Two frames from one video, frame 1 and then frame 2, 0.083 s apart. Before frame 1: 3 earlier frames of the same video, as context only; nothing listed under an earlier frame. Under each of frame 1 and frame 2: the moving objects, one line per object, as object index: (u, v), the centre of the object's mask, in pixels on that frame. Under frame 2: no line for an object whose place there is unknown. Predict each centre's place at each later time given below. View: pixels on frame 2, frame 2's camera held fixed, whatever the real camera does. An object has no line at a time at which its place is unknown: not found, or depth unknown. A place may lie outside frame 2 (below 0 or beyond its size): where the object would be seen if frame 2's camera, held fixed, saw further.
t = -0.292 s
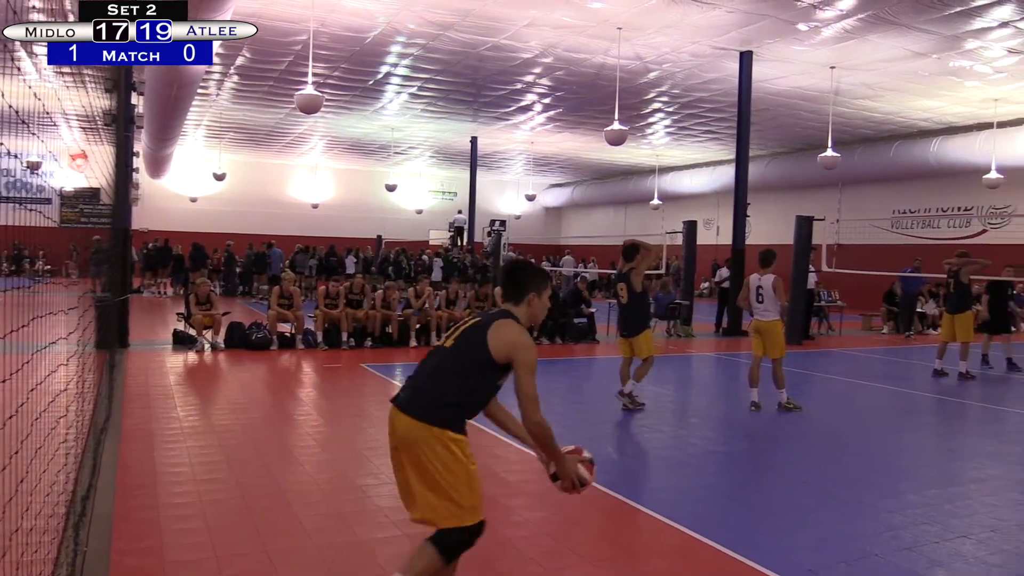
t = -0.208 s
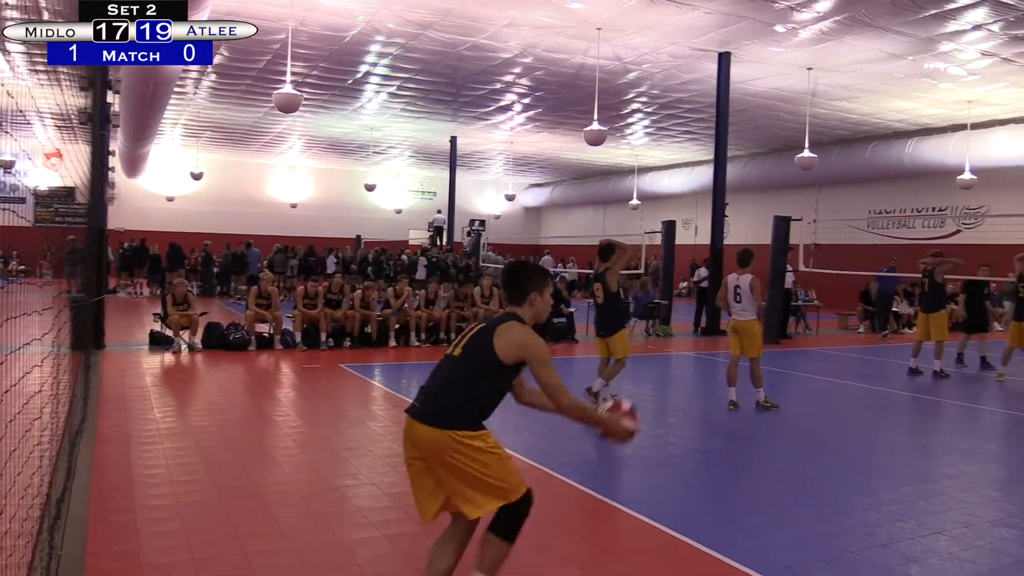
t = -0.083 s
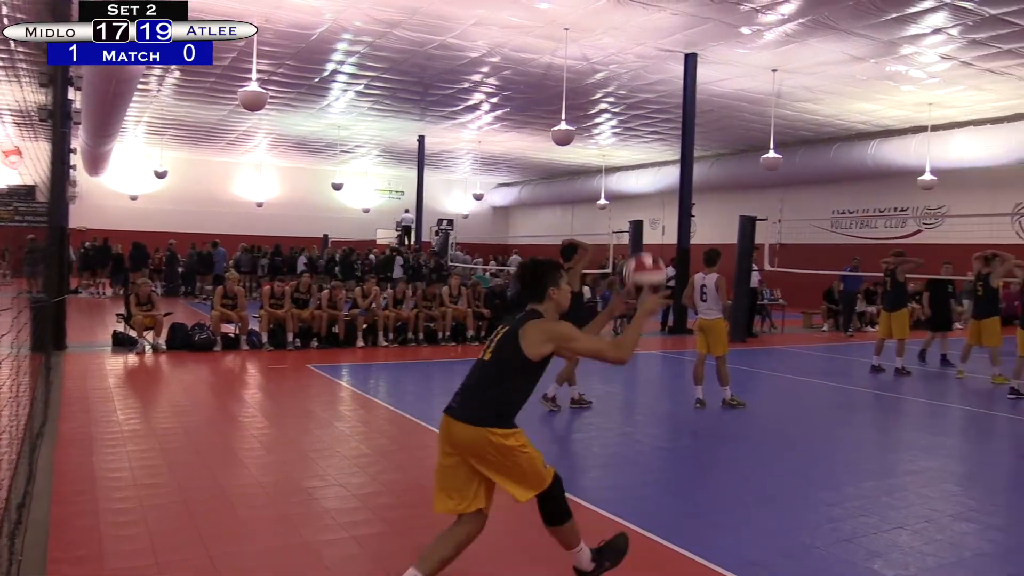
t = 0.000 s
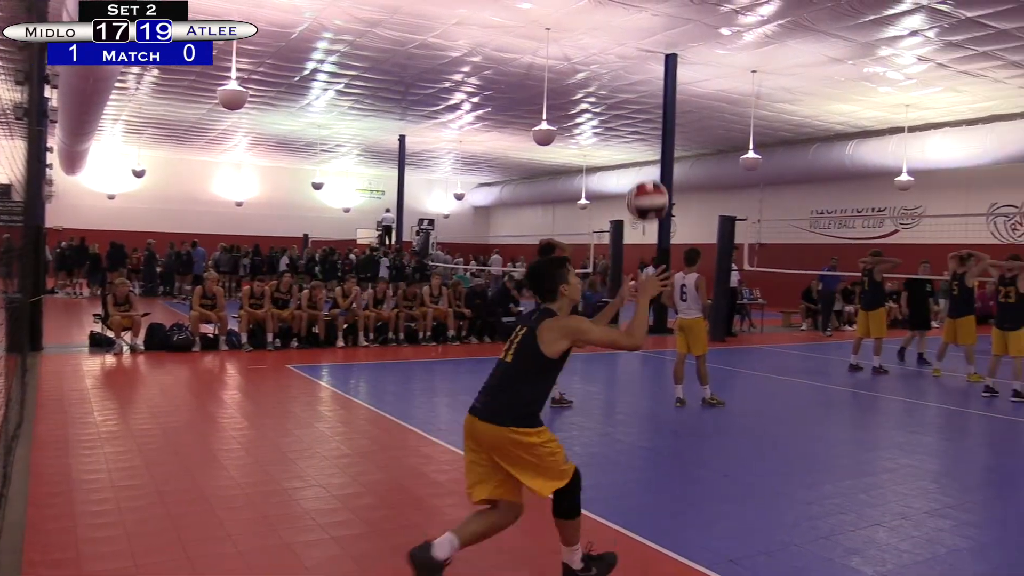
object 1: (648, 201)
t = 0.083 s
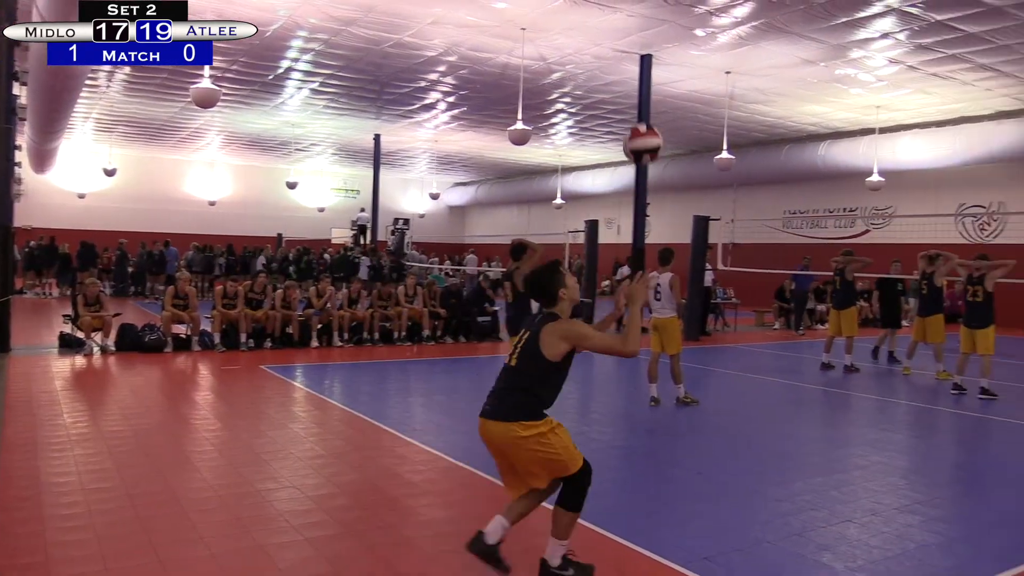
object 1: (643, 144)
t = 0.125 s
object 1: (650, 126)
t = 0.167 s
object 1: (661, 103)
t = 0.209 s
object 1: (668, 91)
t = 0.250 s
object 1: (679, 77)
